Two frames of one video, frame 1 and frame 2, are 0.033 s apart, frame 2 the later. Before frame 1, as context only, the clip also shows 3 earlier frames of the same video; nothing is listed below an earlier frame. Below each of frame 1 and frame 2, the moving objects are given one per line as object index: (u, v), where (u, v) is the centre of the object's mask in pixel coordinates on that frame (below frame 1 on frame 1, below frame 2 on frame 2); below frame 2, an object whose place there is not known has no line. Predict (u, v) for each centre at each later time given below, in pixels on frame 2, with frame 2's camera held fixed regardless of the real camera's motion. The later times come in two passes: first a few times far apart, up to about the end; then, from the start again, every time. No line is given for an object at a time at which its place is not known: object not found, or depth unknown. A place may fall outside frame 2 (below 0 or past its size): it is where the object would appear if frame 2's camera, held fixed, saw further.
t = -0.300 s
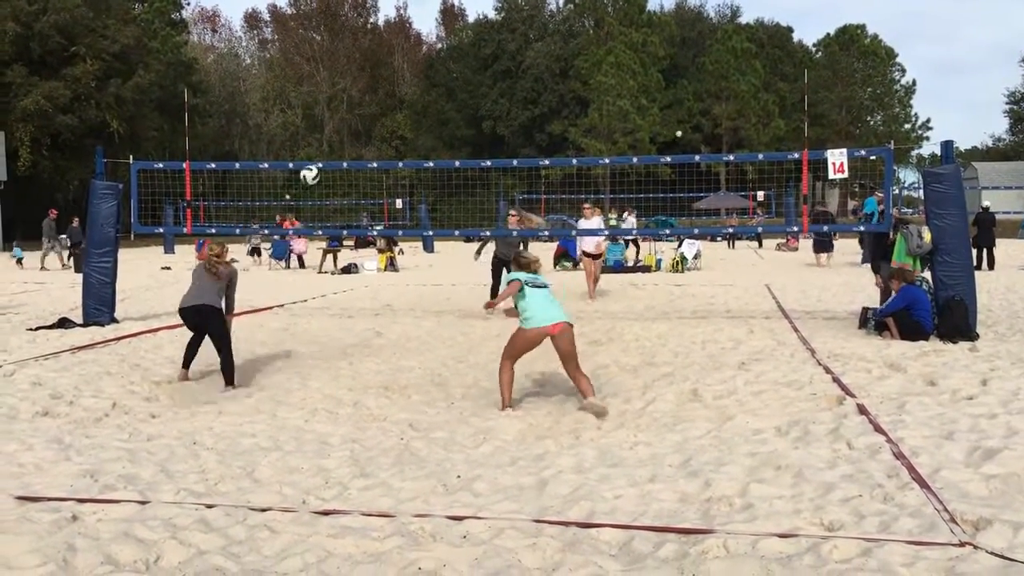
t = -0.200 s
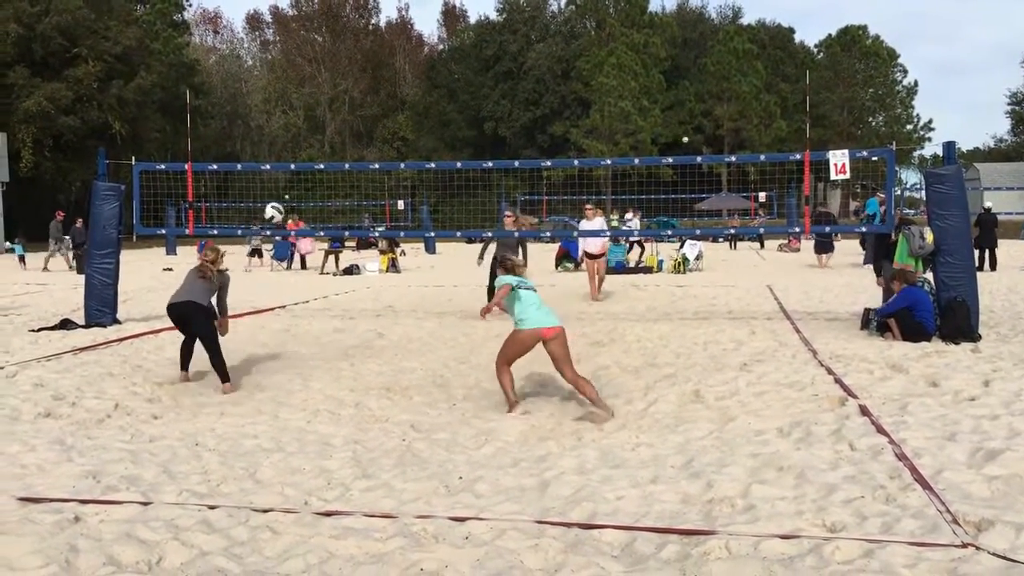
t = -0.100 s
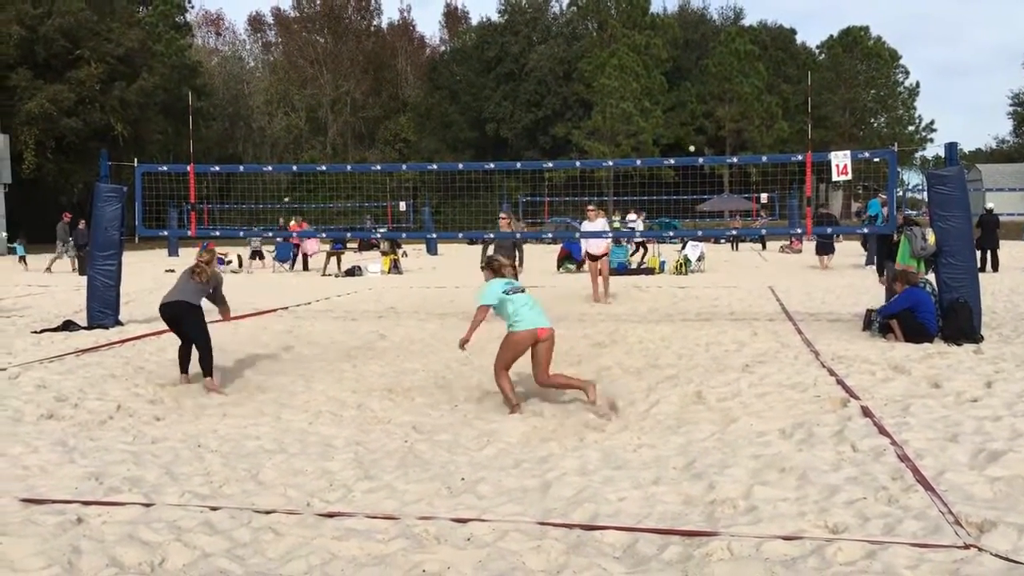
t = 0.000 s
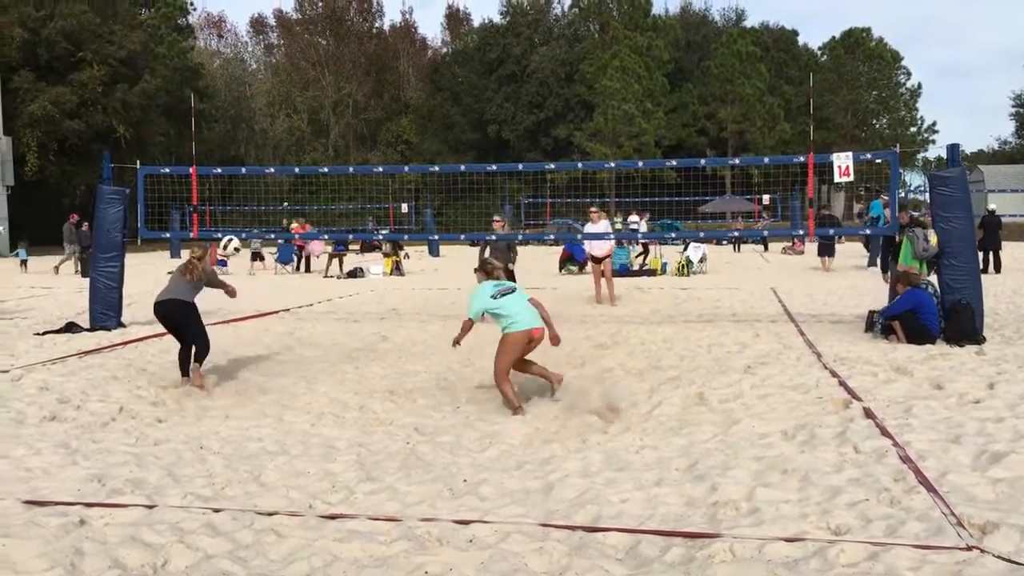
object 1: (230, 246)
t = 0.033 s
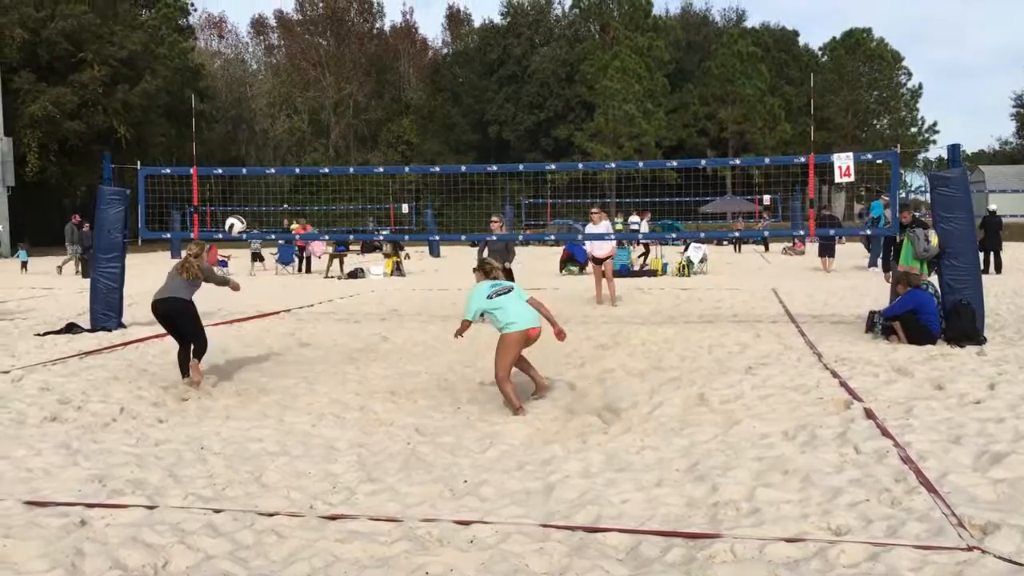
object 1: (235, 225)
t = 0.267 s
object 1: (266, 114)
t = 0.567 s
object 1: (304, 49)
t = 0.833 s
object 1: (339, 64)
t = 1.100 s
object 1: (374, 145)
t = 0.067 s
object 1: (239, 206)
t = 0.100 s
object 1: (244, 188)
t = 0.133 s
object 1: (249, 170)
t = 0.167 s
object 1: (253, 155)
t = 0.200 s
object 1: (256, 140)
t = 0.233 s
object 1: (261, 126)
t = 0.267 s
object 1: (266, 114)
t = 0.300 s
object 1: (270, 103)
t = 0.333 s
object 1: (274, 93)
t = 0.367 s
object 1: (278, 83)
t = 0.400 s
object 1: (283, 74)
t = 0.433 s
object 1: (287, 67)
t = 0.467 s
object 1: (291, 61)
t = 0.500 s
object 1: (295, 56)
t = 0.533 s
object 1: (299, 52)
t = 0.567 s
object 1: (304, 49)
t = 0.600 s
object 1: (309, 48)
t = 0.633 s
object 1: (313, 47)
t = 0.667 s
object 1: (317, 47)
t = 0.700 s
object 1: (322, 48)
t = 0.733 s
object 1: (326, 51)
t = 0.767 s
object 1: (330, 54)
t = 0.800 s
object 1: (334, 59)
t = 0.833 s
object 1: (339, 64)
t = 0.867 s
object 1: (344, 71)
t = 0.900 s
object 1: (348, 79)
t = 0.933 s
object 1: (352, 87)
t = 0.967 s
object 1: (356, 97)
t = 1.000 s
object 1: (362, 107)
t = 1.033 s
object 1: (366, 119)
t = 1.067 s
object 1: (370, 132)
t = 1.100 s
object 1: (374, 145)
